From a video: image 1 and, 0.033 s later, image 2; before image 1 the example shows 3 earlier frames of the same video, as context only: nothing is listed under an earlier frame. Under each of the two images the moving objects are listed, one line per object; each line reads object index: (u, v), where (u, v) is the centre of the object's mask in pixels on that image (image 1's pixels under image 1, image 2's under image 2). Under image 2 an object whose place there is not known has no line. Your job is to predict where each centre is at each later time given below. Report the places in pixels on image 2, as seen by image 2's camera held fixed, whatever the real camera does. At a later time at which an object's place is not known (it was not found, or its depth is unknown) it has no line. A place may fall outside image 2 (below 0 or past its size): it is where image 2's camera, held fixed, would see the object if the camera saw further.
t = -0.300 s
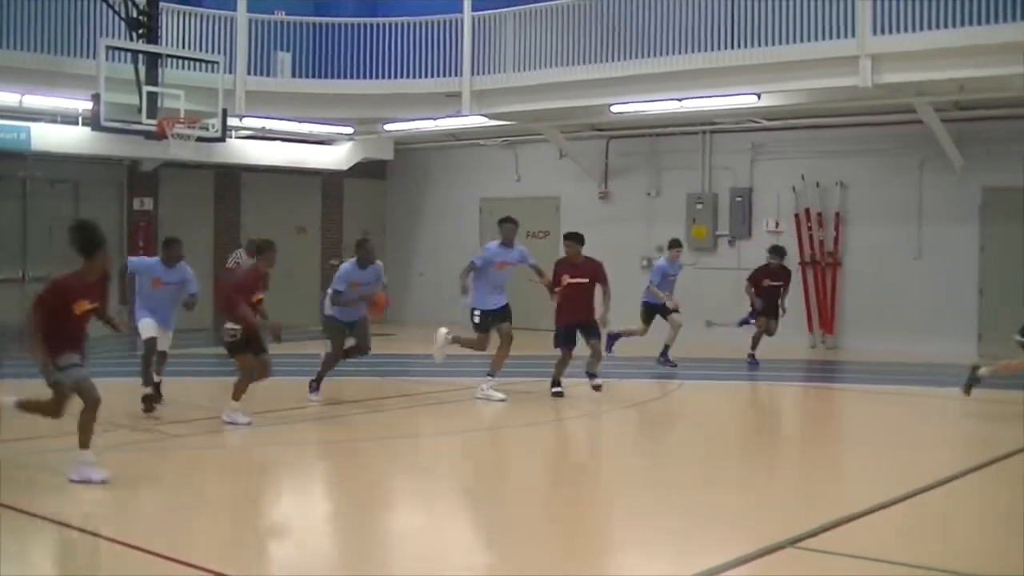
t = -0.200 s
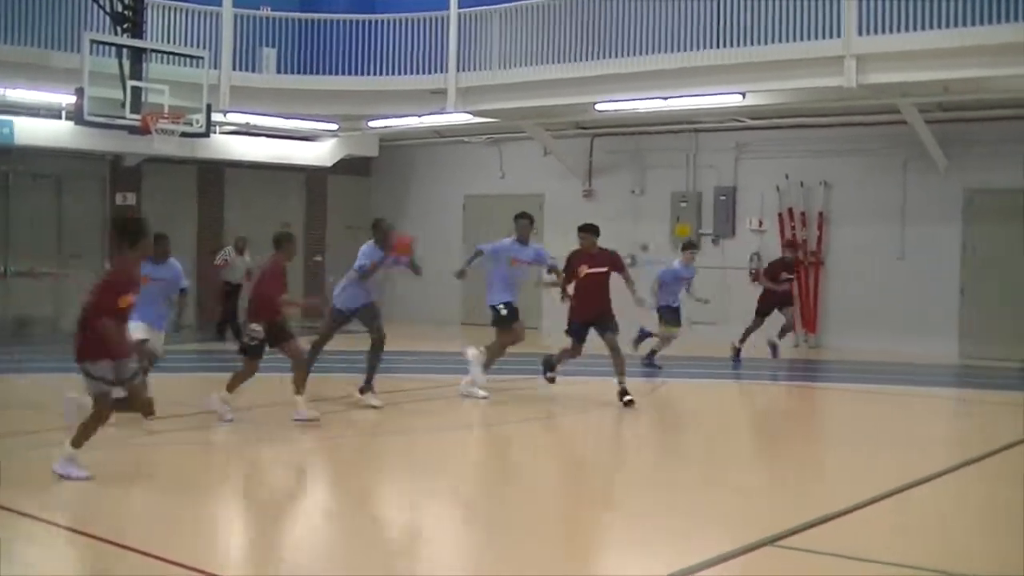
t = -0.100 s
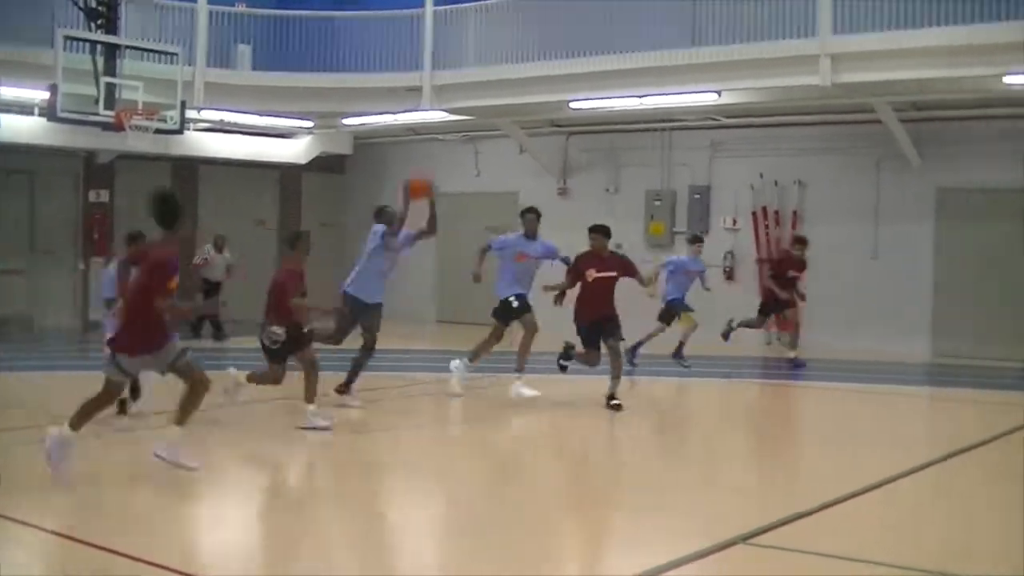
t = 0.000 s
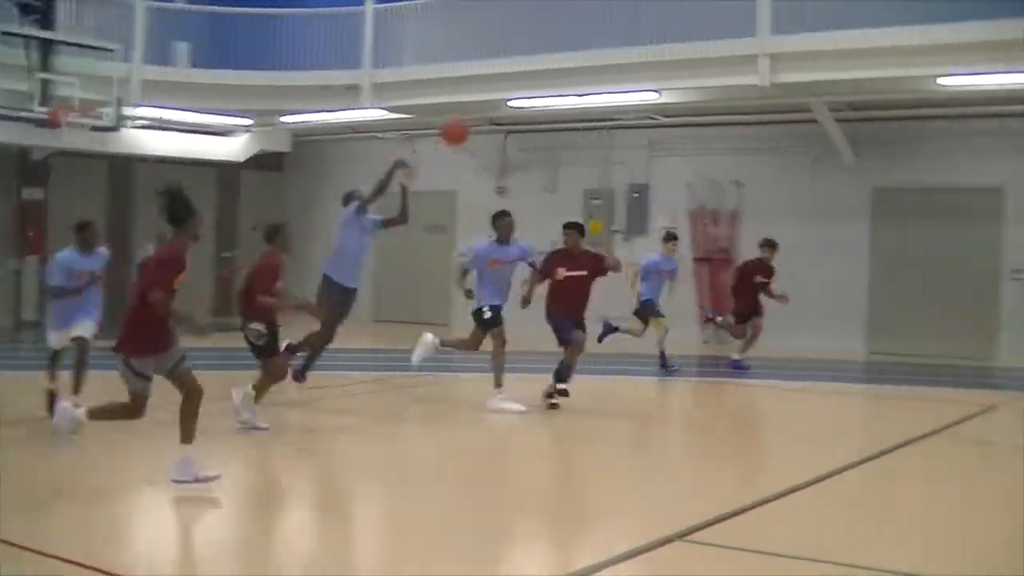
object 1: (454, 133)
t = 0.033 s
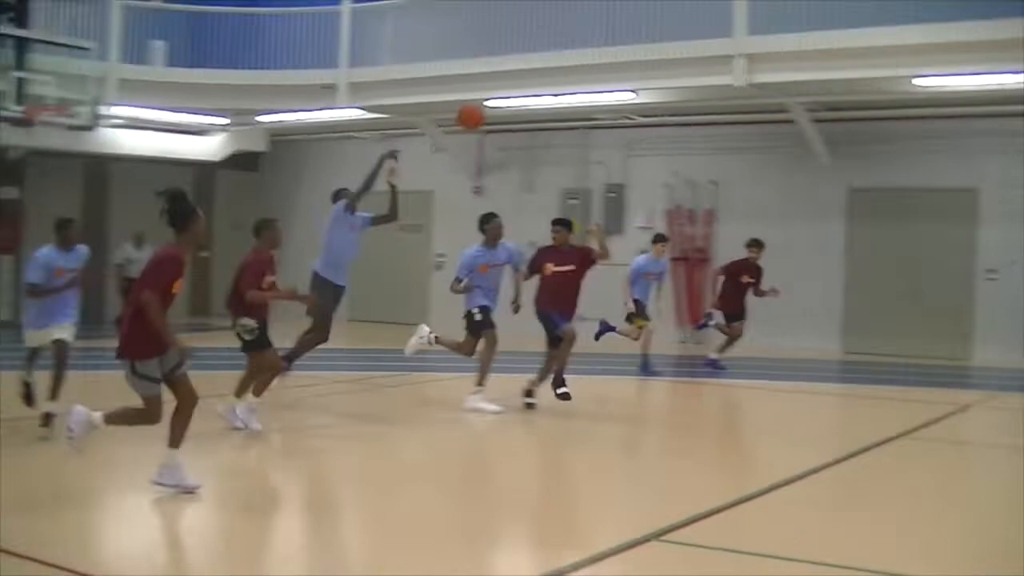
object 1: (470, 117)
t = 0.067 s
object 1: (506, 103)
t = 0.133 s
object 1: (590, 79)
